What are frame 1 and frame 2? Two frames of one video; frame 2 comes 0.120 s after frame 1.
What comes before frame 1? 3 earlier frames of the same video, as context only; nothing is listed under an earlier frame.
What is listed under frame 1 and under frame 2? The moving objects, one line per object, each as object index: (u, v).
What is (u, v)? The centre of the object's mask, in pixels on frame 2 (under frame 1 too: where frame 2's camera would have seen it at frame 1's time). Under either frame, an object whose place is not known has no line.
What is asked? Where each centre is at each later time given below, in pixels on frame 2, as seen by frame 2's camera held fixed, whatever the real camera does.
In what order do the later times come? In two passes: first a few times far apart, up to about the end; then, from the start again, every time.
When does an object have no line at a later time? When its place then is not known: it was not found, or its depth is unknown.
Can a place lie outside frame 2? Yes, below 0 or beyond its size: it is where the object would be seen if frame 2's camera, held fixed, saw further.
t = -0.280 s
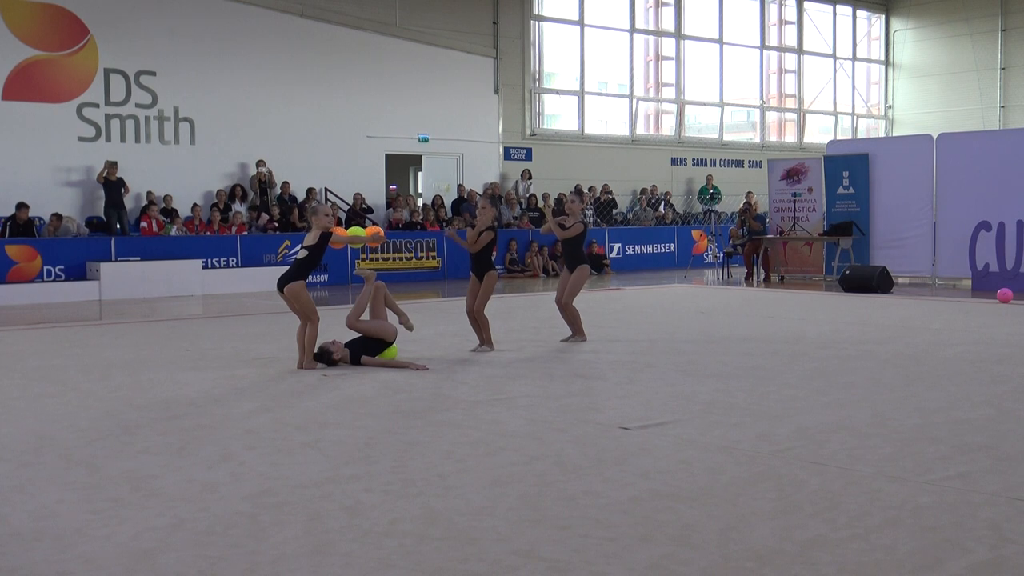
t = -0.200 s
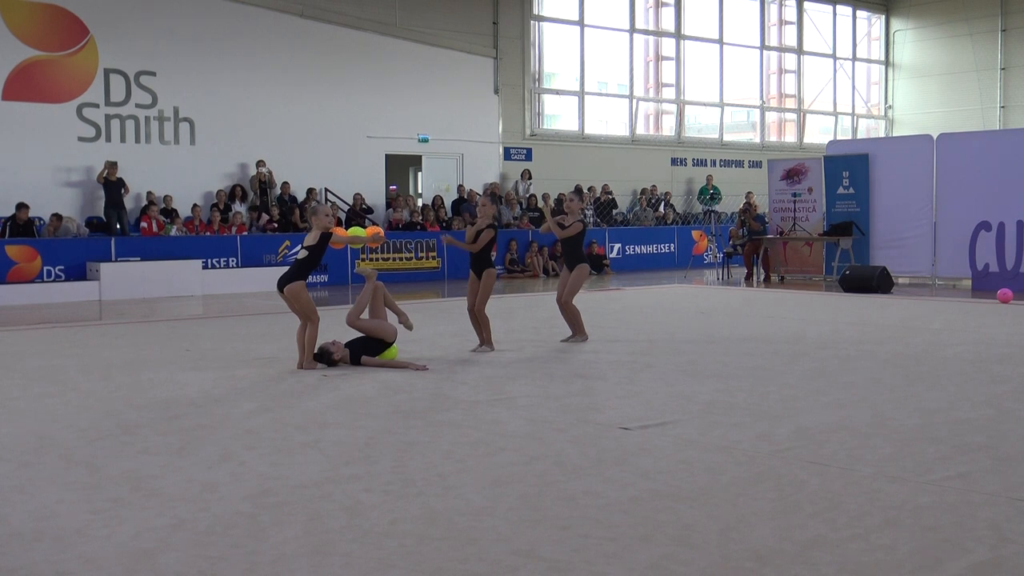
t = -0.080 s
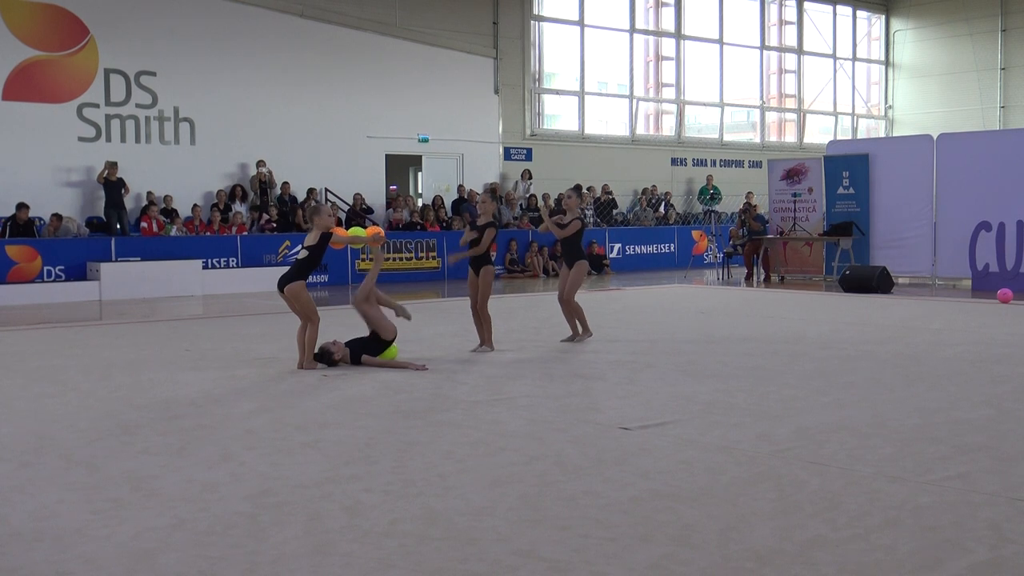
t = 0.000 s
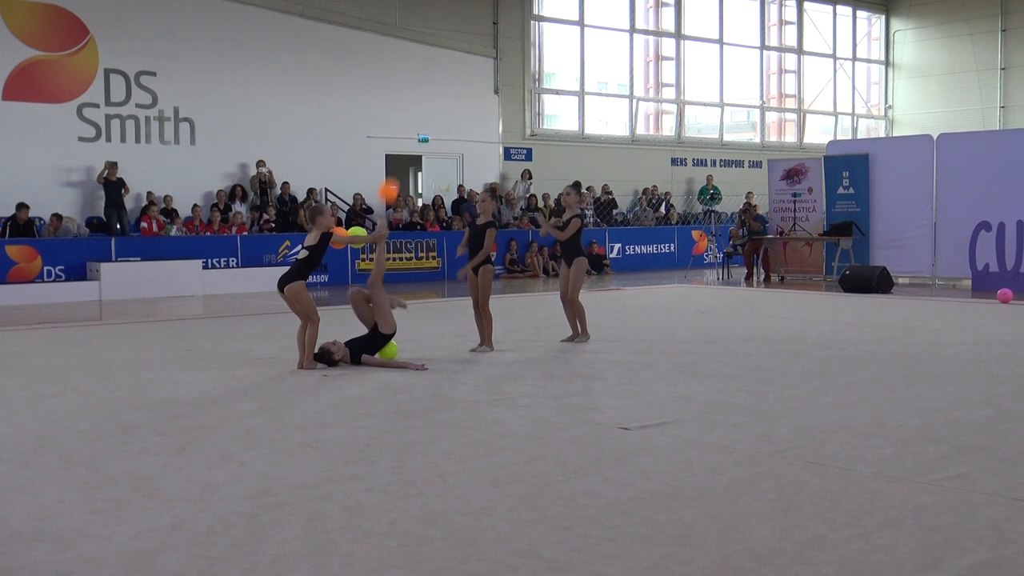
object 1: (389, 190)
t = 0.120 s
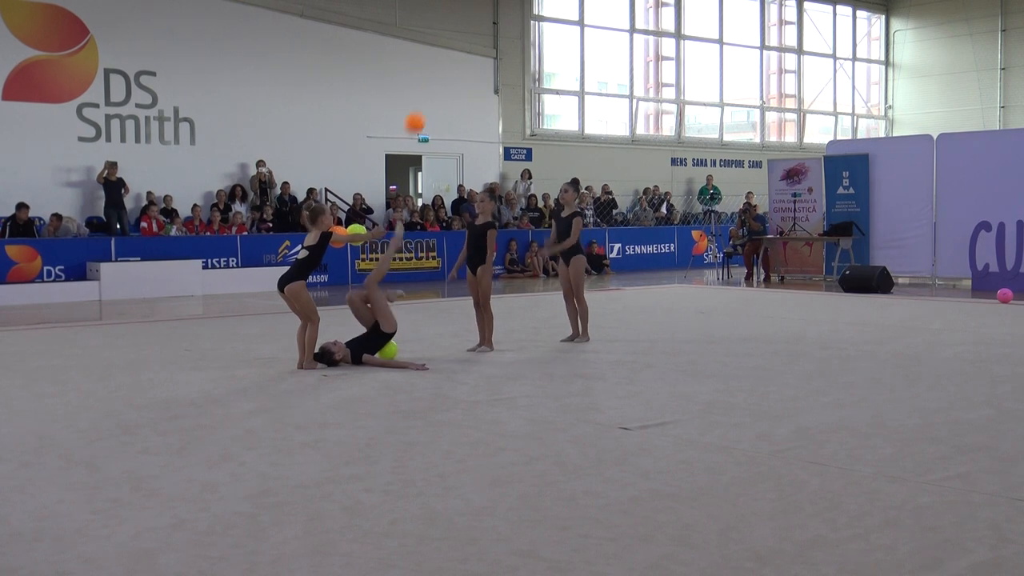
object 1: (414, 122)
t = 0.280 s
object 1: (449, 62)
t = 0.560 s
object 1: (504, 35)
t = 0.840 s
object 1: (555, 96)
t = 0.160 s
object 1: (424, 104)
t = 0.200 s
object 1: (432, 88)
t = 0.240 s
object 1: (441, 74)
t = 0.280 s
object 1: (449, 62)
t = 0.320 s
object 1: (457, 52)
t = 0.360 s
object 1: (466, 44)
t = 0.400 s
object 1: (474, 39)
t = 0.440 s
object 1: (481, 35)
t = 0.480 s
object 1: (489, 33)
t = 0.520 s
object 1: (496, 33)
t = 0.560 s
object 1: (504, 35)
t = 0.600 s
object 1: (512, 38)
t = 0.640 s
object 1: (519, 43)
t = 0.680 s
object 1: (526, 51)
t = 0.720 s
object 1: (533, 60)
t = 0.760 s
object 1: (540, 71)
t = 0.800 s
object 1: (547, 82)
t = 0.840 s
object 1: (555, 96)
